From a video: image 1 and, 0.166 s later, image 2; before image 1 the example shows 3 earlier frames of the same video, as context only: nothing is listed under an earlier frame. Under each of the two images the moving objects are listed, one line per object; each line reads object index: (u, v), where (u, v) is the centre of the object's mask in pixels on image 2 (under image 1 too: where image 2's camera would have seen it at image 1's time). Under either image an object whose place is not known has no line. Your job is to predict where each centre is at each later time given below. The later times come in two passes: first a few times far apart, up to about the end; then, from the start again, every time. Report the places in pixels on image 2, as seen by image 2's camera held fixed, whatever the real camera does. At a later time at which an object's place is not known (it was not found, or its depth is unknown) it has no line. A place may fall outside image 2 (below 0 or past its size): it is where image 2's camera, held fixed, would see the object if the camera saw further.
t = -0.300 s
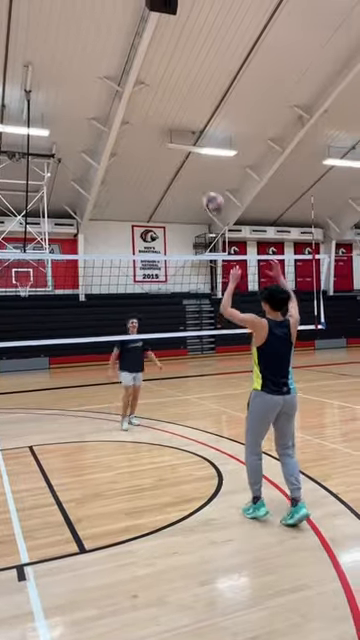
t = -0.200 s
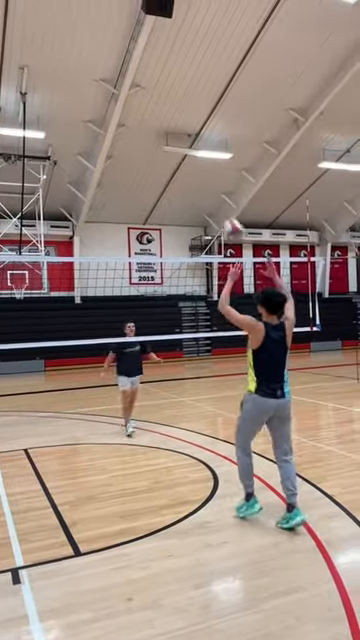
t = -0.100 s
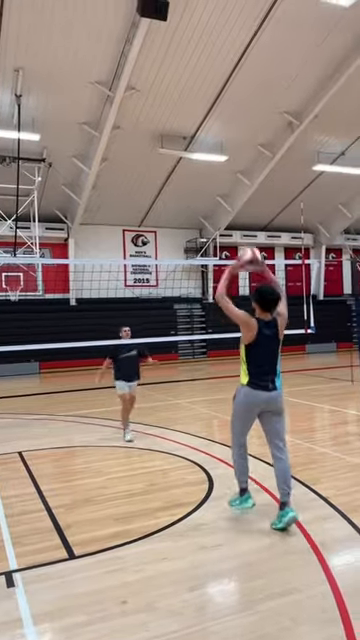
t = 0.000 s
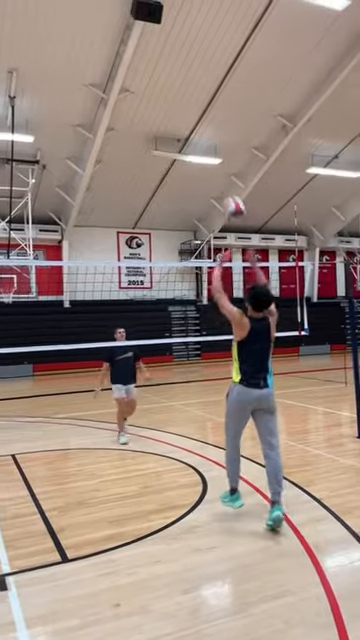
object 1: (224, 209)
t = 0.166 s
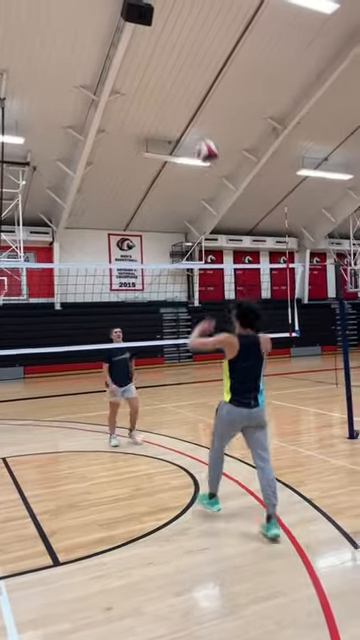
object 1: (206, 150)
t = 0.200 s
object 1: (204, 143)
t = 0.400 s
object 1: (188, 125)
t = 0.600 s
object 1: (176, 145)
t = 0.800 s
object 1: (167, 201)
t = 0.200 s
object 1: (204, 143)
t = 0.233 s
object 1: (201, 138)
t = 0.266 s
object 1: (198, 133)
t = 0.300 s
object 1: (195, 129)
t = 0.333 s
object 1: (193, 127)
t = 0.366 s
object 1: (191, 125)
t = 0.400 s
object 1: (188, 125)
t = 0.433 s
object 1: (186, 125)
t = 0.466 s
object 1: (184, 127)
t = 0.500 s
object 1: (182, 130)
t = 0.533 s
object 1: (179, 134)
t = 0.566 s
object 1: (178, 140)
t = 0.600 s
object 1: (176, 145)
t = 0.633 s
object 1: (174, 152)
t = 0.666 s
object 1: (172, 160)
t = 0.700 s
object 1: (171, 170)
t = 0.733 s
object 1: (170, 177)
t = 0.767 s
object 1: (168, 189)
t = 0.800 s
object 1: (167, 201)
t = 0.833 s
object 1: (166, 212)
